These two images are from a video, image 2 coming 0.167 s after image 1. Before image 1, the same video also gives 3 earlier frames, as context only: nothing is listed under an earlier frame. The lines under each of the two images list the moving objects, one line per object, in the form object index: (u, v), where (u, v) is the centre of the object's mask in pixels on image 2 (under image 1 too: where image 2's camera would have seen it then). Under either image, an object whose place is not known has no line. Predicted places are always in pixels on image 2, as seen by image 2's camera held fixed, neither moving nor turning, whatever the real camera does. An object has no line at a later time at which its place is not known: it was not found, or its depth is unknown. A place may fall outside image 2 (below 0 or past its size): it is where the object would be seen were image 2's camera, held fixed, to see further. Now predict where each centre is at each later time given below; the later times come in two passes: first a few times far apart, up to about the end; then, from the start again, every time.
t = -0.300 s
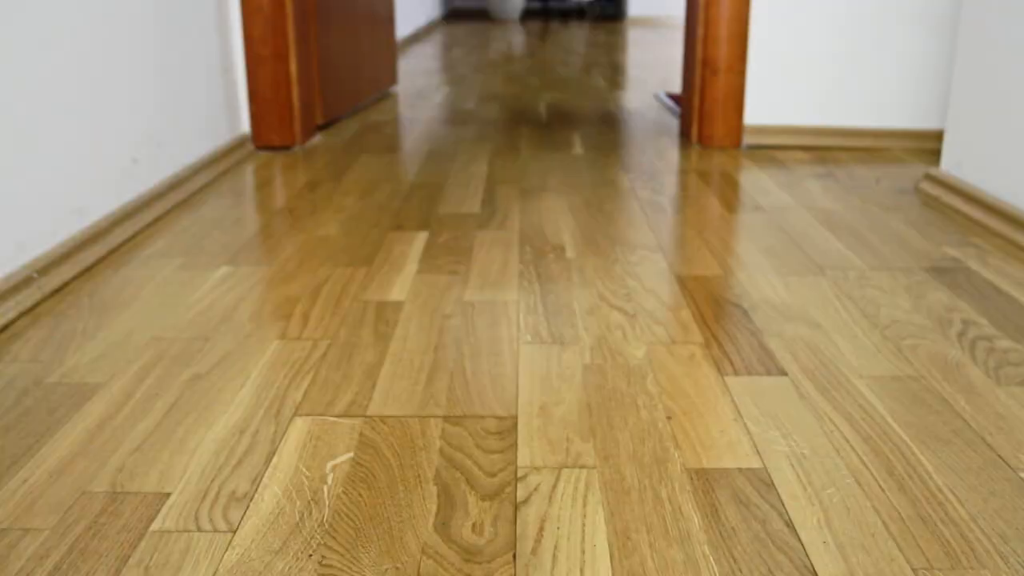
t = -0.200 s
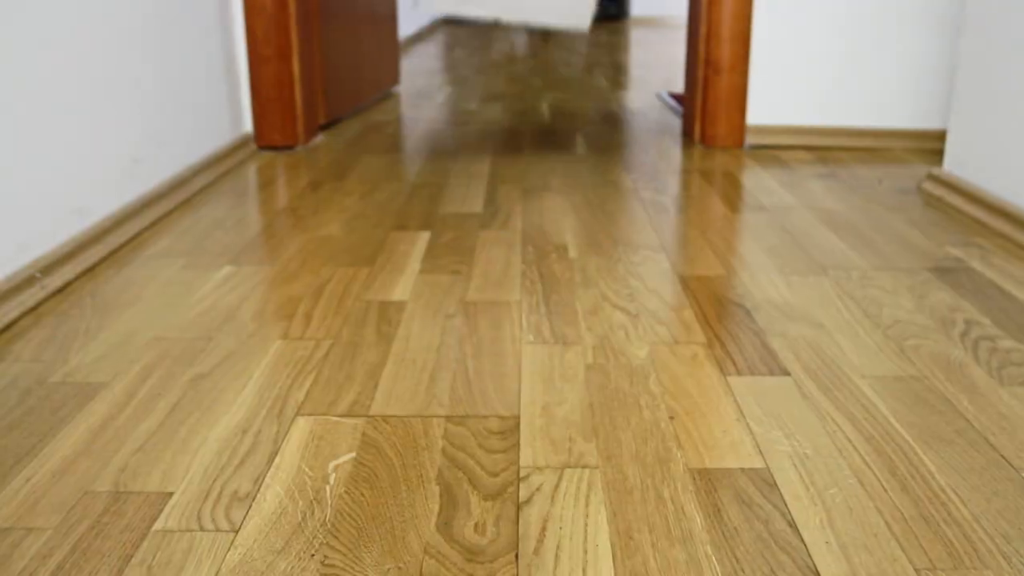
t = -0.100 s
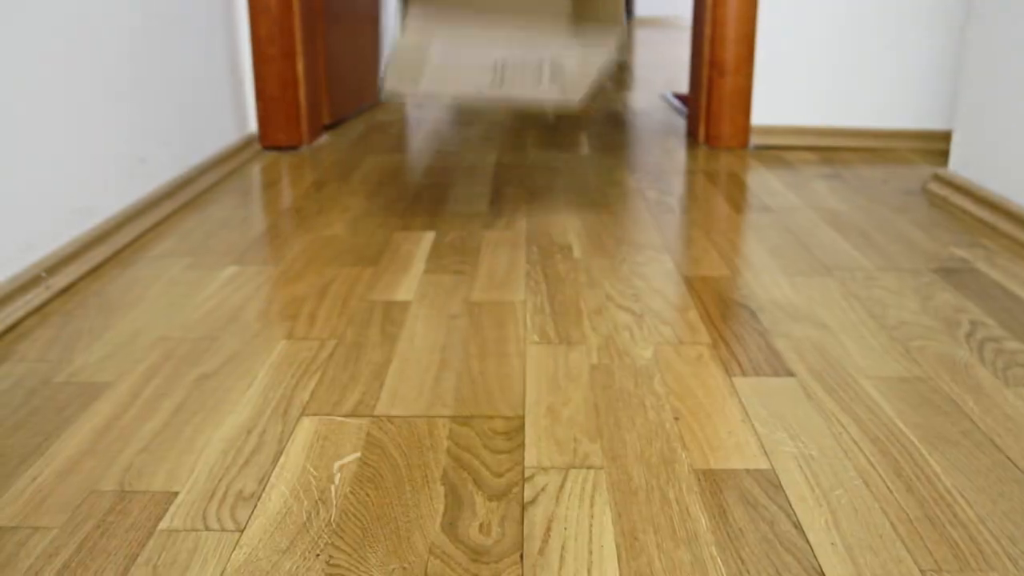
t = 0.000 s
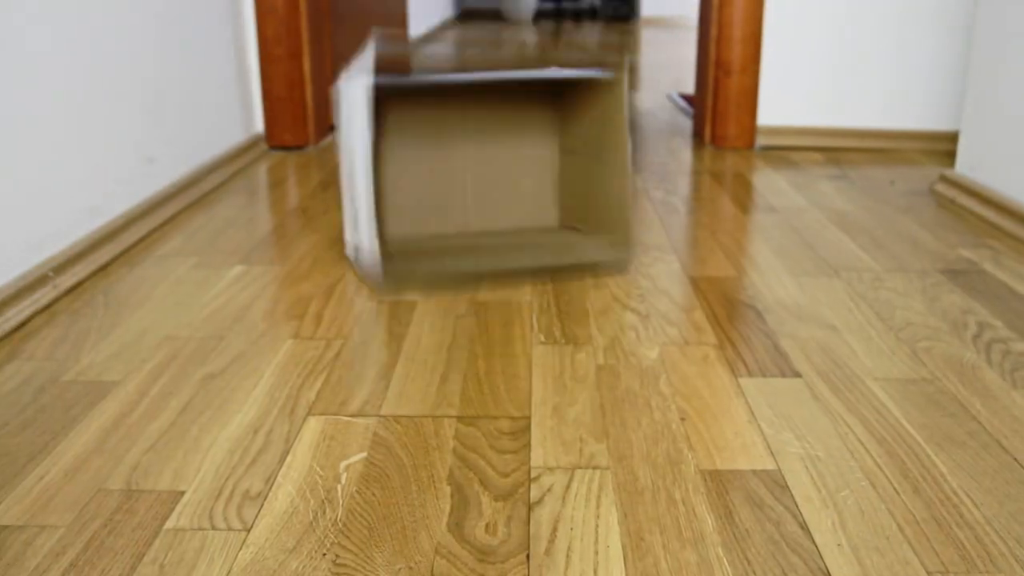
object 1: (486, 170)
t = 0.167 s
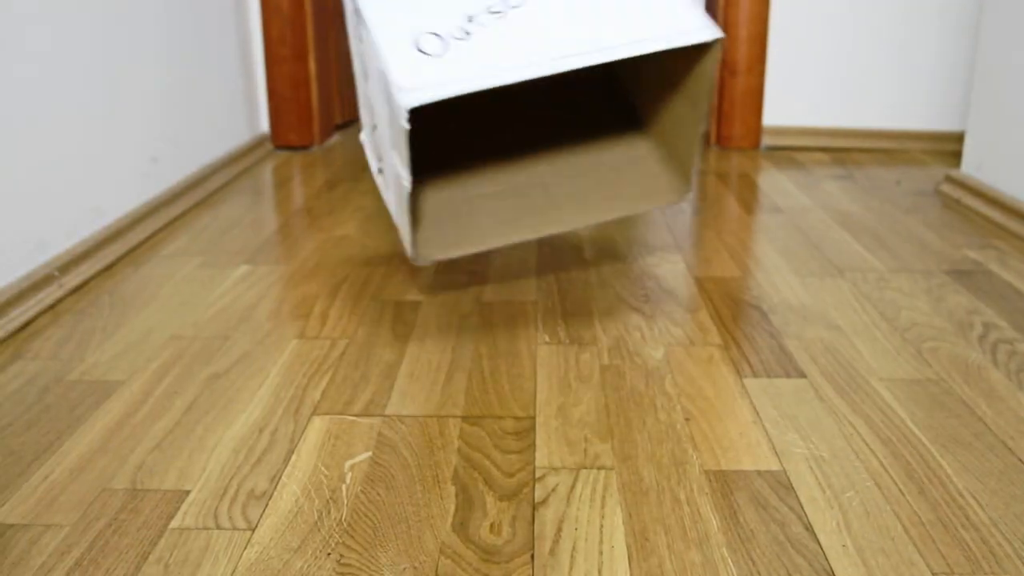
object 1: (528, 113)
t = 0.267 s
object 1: (564, 130)
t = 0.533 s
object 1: (688, 271)
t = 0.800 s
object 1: (745, 346)
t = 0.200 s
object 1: (540, 114)
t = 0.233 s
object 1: (552, 119)
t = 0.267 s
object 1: (564, 130)
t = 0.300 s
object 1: (574, 143)
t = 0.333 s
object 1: (589, 158)
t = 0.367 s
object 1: (607, 164)
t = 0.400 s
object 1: (628, 195)
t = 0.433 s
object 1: (644, 240)
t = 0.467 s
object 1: (661, 256)
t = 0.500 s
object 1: (679, 262)
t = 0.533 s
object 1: (688, 271)
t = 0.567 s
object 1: (702, 289)
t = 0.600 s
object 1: (713, 307)
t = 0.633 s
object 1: (724, 317)
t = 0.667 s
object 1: (733, 326)
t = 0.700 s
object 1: (738, 333)
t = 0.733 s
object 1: (743, 338)
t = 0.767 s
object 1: (746, 342)
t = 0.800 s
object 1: (745, 346)
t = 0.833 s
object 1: (747, 347)
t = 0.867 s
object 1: (748, 347)
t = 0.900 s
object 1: (747, 347)
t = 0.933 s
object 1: (747, 347)
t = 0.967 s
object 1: (747, 348)
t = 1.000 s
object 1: (747, 347)
